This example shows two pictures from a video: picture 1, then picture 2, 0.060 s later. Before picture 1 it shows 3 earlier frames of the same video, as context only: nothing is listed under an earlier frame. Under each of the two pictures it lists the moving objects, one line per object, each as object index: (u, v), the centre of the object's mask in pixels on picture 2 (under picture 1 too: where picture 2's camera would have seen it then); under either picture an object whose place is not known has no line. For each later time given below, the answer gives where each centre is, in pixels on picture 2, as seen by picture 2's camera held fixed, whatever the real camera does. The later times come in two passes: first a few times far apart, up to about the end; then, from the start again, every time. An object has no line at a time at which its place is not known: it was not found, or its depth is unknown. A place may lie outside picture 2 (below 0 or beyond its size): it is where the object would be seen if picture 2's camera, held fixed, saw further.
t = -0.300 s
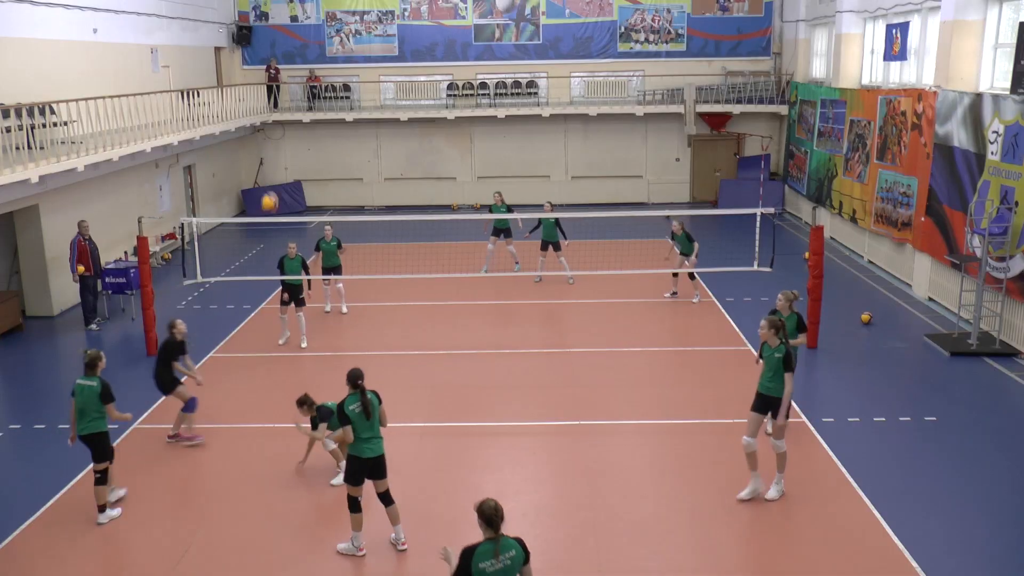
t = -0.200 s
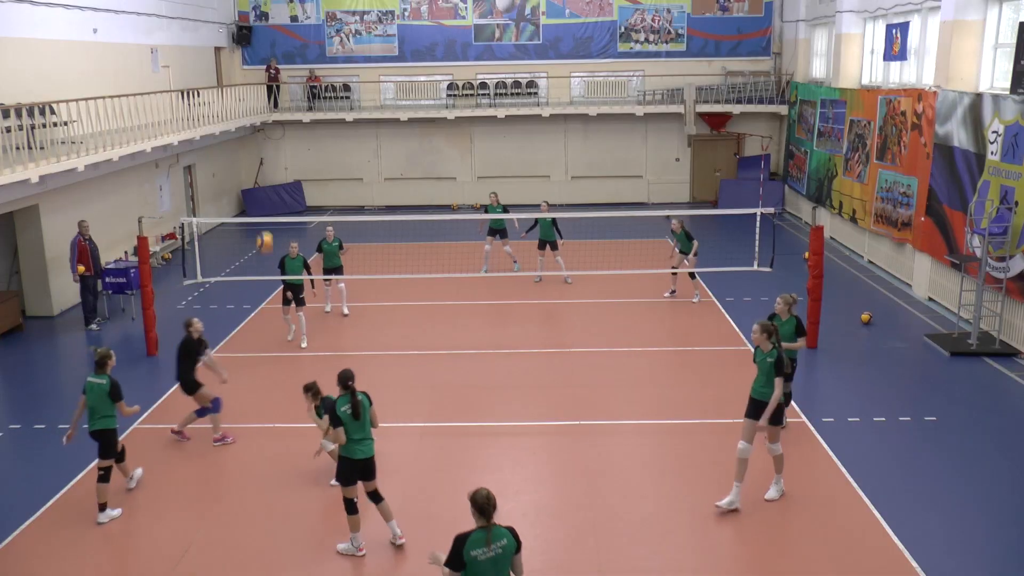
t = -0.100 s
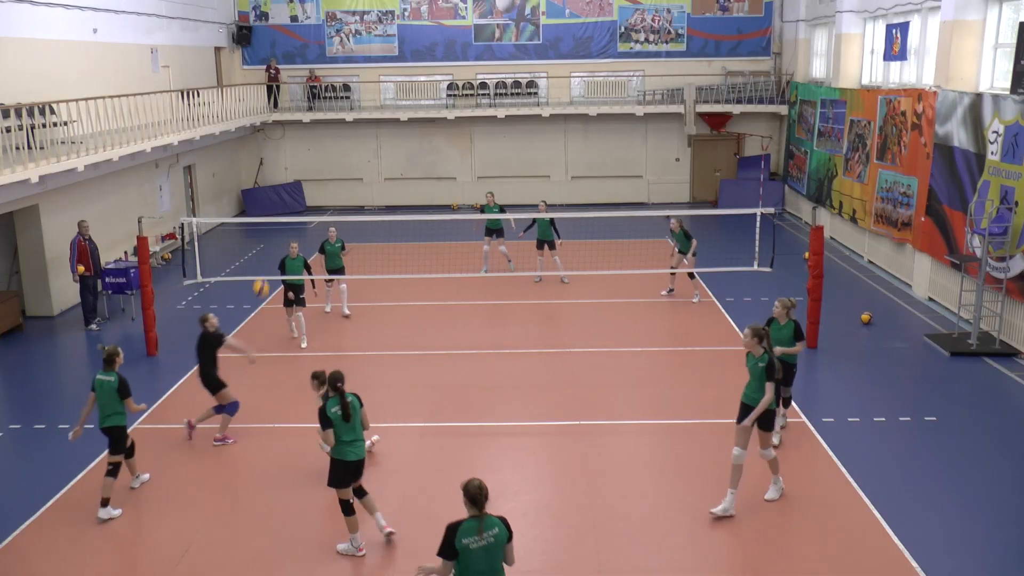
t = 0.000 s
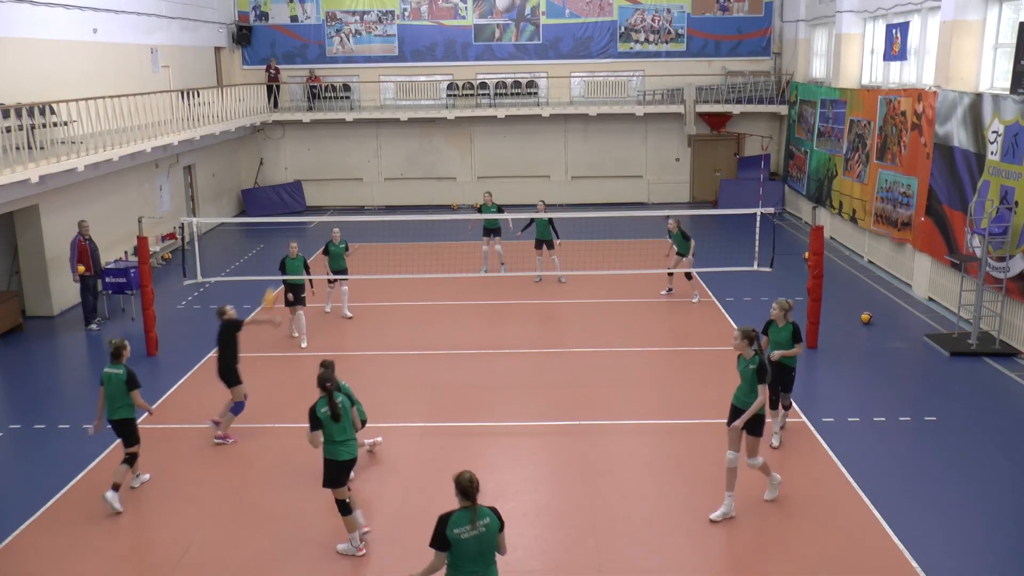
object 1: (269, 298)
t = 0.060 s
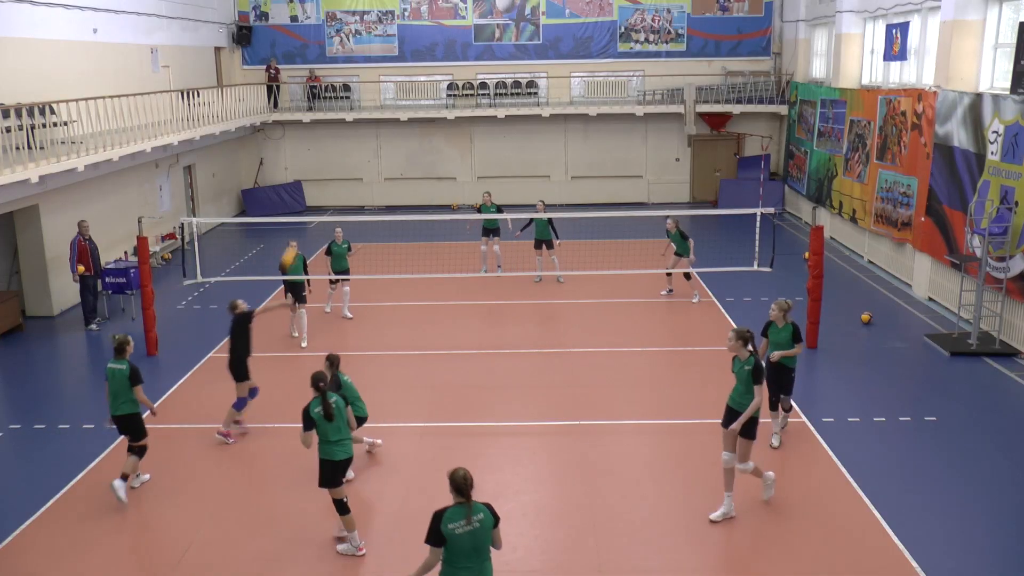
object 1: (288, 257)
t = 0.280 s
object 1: (354, 145)
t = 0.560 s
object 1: (424, 71)
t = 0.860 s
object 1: (485, 60)
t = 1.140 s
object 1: (531, 97)
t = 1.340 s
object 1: (557, 145)
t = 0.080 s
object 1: (295, 243)
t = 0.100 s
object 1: (301, 232)
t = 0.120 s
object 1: (308, 220)
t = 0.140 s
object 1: (314, 208)
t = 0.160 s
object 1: (320, 200)
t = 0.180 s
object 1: (326, 189)
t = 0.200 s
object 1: (332, 180)
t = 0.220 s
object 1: (337, 171)
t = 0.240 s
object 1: (343, 162)
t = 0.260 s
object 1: (349, 154)
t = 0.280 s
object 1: (354, 145)
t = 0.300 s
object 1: (360, 137)
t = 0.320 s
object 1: (365, 129)
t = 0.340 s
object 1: (370, 123)
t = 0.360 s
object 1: (376, 117)
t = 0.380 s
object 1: (381, 110)
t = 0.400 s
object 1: (385, 105)
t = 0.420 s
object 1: (390, 100)
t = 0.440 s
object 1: (395, 94)
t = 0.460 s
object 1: (400, 90)
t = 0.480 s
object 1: (405, 86)
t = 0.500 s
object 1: (410, 81)
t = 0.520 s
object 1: (414, 78)
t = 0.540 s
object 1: (419, 74)
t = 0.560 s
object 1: (424, 71)
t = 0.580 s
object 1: (429, 69)
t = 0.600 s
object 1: (433, 66)
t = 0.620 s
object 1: (437, 63)
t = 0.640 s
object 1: (442, 62)
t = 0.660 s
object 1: (446, 60)
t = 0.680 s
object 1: (450, 59)
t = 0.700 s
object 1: (454, 58)
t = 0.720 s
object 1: (458, 57)
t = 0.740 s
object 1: (462, 57)
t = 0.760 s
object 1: (466, 57)
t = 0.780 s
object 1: (469, 57)
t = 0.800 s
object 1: (473, 57)
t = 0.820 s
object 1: (477, 58)
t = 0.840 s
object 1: (481, 59)
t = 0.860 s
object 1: (485, 60)
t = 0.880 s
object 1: (488, 61)
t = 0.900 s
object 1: (492, 63)
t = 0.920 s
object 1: (495, 64)
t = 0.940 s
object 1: (499, 66)
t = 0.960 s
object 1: (502, 68)
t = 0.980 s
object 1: (506, 71)
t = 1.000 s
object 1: (508, 73)
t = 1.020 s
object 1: (512, 77)
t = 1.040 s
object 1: (515, 80)
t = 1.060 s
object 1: (517, 82)
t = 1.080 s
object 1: (521, 87)
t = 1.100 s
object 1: (524, 89)
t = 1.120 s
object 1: (527, 93)
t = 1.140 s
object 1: (531, 97)
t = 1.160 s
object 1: (533, 101)
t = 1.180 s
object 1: (536, 105)
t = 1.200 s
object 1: (539, 110)
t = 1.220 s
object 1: (542, 114)
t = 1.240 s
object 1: (545, 119)
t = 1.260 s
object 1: (547, 123)
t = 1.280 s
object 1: (549, 128)
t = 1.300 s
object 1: (552, 134)
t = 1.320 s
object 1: (555, 140)
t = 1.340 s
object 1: (557, 145)
